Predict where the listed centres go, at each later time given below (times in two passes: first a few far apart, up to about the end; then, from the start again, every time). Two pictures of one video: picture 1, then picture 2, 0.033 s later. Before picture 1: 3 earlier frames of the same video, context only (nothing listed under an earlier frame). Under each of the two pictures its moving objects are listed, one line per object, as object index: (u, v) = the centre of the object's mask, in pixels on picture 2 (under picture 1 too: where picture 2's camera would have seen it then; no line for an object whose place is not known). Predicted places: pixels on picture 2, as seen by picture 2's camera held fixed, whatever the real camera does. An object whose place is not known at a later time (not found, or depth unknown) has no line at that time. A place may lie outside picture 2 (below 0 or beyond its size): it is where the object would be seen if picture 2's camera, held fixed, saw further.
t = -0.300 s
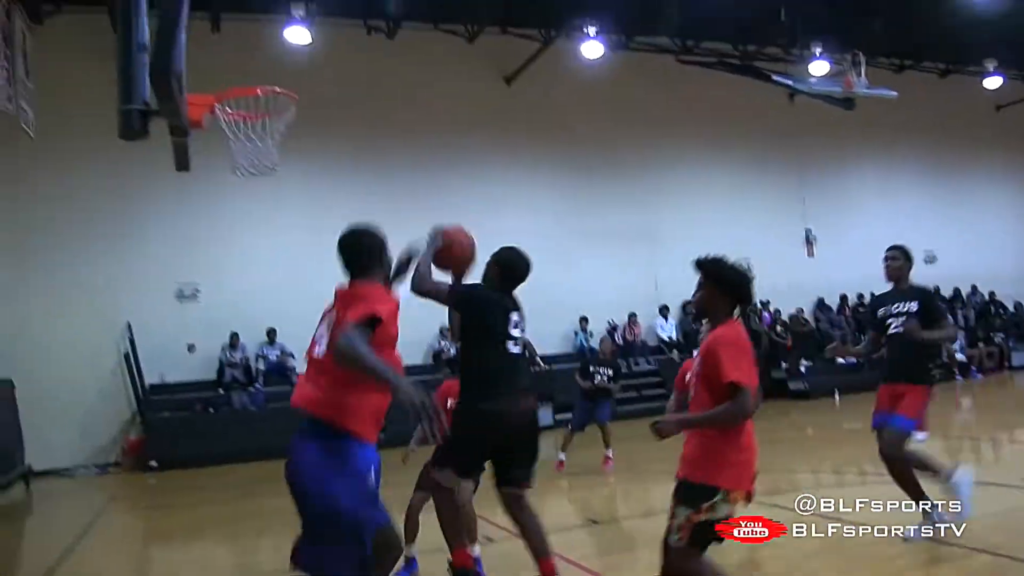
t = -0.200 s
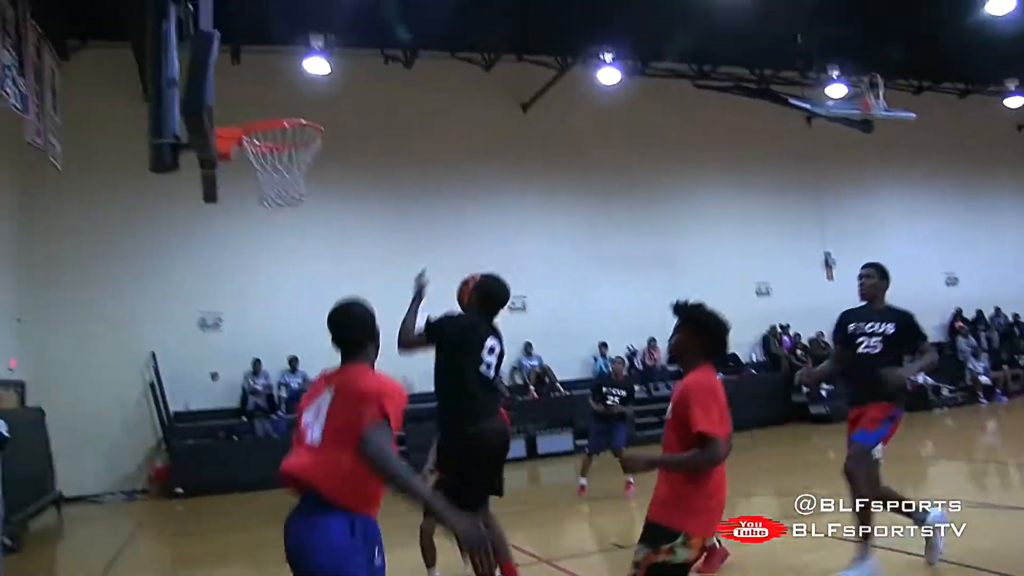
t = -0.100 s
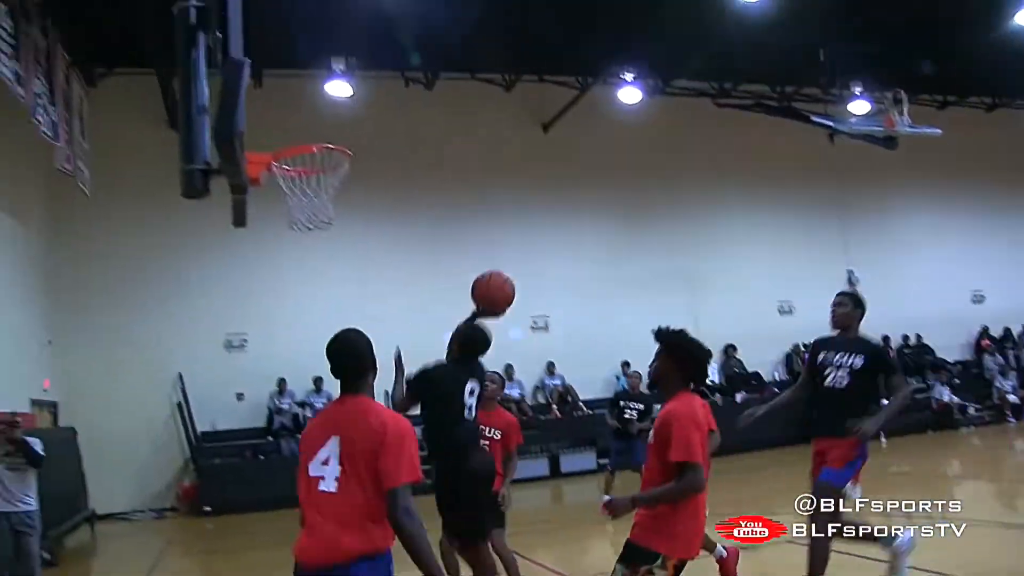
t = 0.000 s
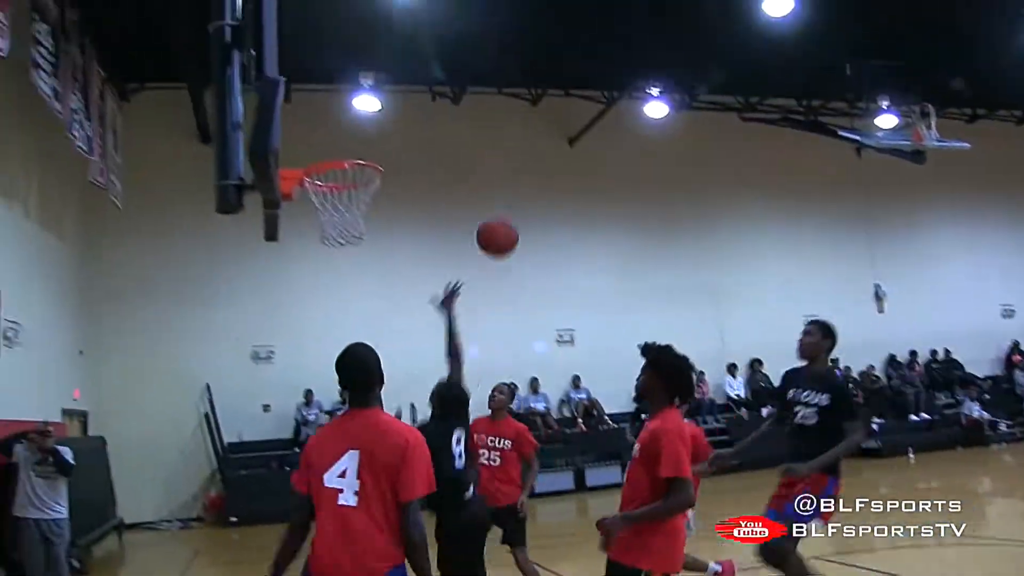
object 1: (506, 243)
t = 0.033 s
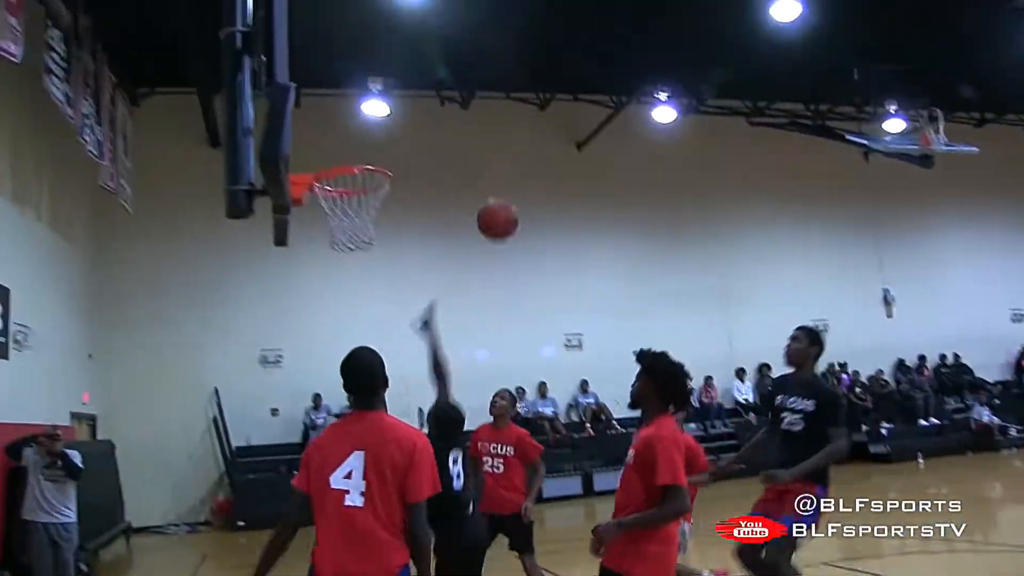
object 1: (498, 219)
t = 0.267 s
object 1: (444, 123)
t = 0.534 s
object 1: (392, 119)
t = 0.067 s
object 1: (489, 200)
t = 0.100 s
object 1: (481, 182)
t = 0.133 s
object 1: (473, 167)
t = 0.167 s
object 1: (465, 154)
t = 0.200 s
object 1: (458, 142)
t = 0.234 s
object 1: (450, 132)
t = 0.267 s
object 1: (444, 123)
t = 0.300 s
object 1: (437, 116)
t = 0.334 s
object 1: (430, 112)
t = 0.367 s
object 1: (423, 110)
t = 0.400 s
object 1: (417, 107)
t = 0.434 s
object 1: (411, 108)
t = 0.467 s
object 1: (405, 109)
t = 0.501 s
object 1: (397, 113)
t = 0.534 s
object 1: (392, 119)
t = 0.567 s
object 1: (384, 126)
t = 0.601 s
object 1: (379, 133)
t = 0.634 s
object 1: (373, 144)
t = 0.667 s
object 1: (368, 154)
